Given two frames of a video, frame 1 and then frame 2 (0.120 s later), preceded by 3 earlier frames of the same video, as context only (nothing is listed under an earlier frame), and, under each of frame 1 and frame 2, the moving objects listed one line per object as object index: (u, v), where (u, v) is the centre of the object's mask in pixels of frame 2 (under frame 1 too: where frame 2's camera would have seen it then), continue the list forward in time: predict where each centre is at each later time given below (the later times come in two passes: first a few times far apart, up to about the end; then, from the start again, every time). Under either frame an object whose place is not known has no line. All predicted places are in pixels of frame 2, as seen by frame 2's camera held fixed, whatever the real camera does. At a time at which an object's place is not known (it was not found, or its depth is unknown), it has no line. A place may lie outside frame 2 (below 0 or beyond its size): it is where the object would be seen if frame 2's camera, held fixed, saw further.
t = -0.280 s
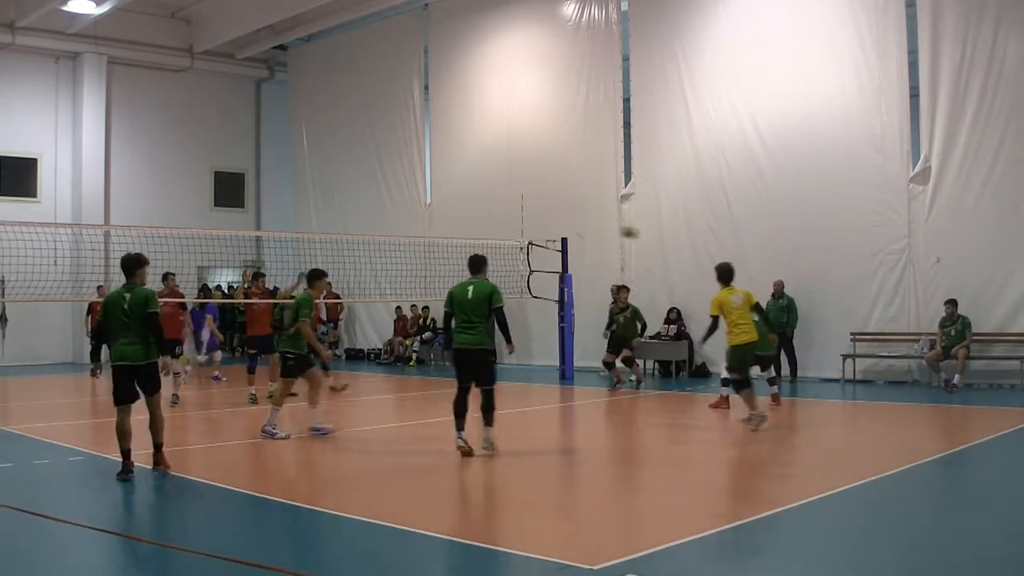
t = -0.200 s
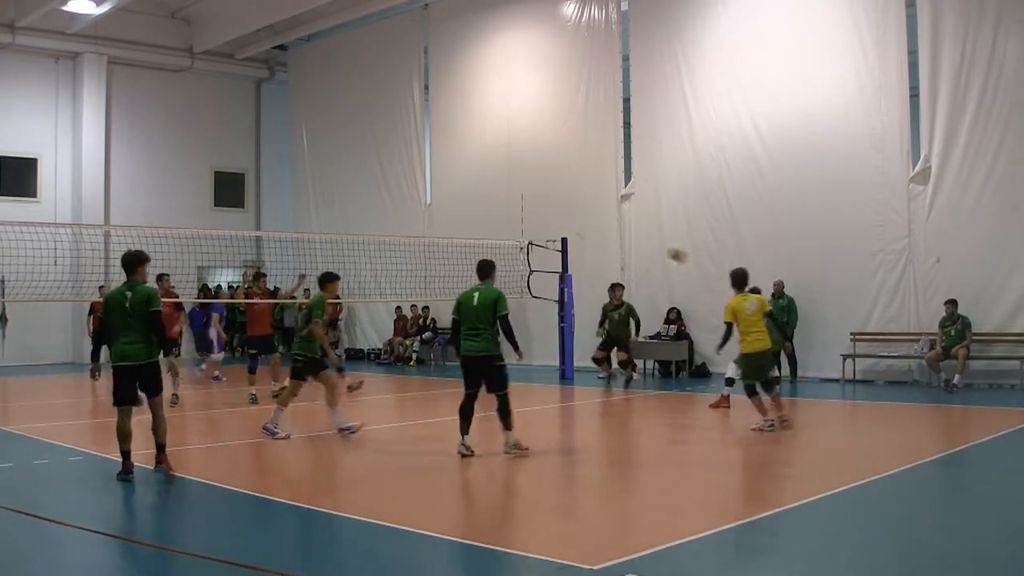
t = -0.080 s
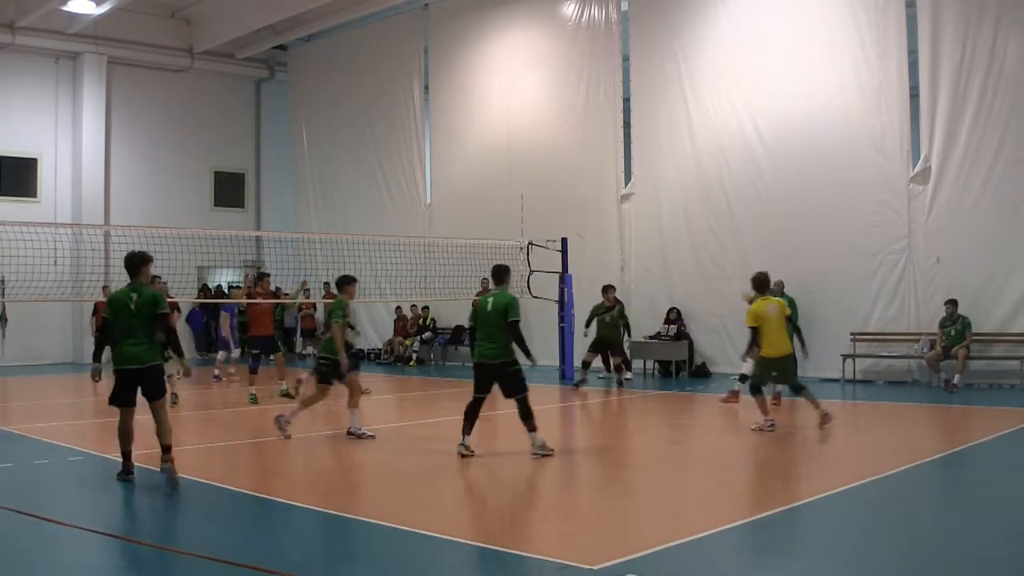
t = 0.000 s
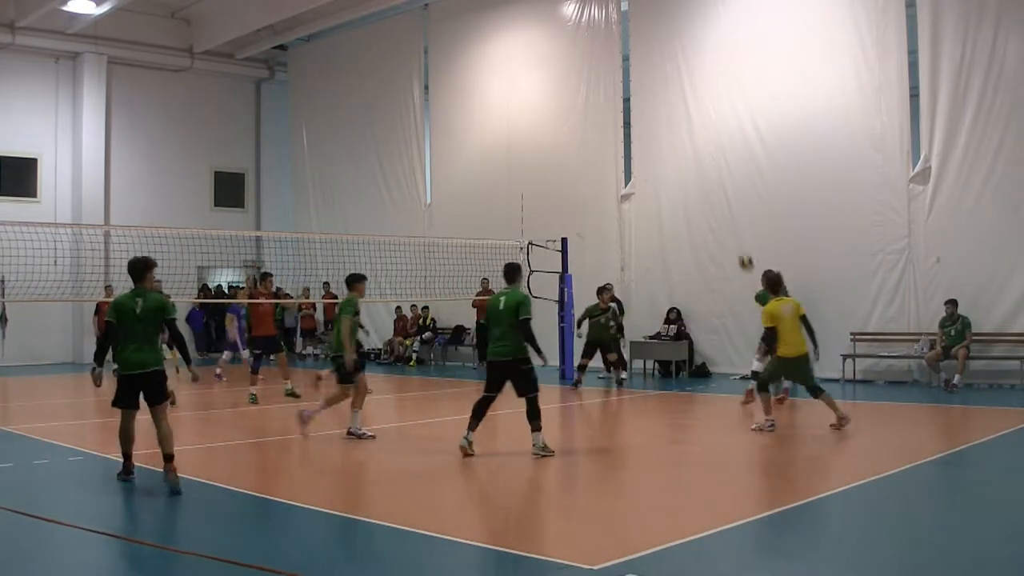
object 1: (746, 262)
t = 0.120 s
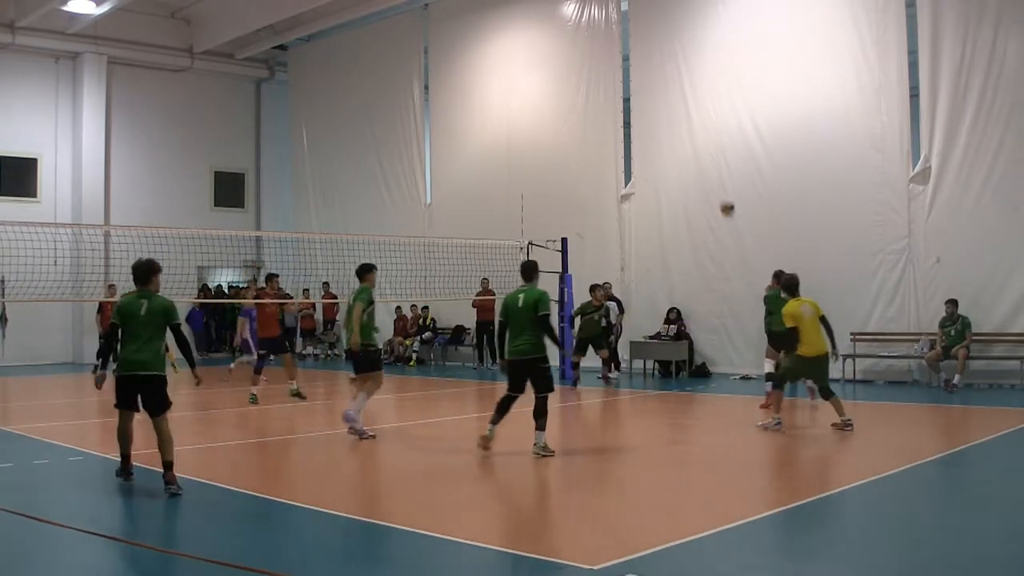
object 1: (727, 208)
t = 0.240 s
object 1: (709, 165)
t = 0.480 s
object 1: (675, 111)
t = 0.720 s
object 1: (644, 97)
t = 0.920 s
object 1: (619, 114)
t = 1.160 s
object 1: (592, 168)
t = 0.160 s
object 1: (721, 193)
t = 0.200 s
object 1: (715, 178)
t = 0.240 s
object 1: (709, 165)
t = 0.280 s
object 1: (703, 153)
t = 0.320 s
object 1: (697, 142)
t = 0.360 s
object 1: (692, 133)
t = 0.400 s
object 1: (686, 125)
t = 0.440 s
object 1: (681, 117)
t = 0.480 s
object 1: (675, 111)
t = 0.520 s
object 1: (670, 106)
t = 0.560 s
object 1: (664, 102)
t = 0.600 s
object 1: (659, 99)
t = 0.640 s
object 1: (654, 98)
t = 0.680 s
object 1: (649, 97)
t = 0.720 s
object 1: (644, 97)
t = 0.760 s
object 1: (639, 98)
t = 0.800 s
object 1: (634, 101)
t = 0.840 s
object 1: (631, 104)
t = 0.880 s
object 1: (625, 109)
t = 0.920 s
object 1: (619, 114)
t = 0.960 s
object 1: (615, 121)
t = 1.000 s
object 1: (610, 129)
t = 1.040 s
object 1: (606, 137)
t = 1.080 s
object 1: (601, 146)
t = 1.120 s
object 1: (597, 157)
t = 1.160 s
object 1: (592, 168)
